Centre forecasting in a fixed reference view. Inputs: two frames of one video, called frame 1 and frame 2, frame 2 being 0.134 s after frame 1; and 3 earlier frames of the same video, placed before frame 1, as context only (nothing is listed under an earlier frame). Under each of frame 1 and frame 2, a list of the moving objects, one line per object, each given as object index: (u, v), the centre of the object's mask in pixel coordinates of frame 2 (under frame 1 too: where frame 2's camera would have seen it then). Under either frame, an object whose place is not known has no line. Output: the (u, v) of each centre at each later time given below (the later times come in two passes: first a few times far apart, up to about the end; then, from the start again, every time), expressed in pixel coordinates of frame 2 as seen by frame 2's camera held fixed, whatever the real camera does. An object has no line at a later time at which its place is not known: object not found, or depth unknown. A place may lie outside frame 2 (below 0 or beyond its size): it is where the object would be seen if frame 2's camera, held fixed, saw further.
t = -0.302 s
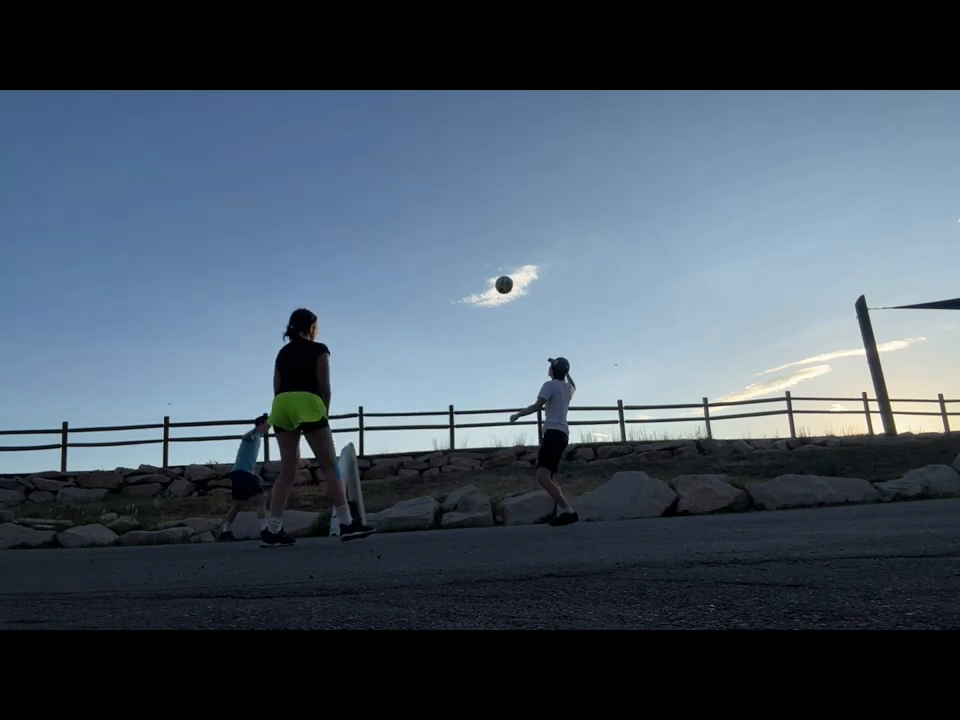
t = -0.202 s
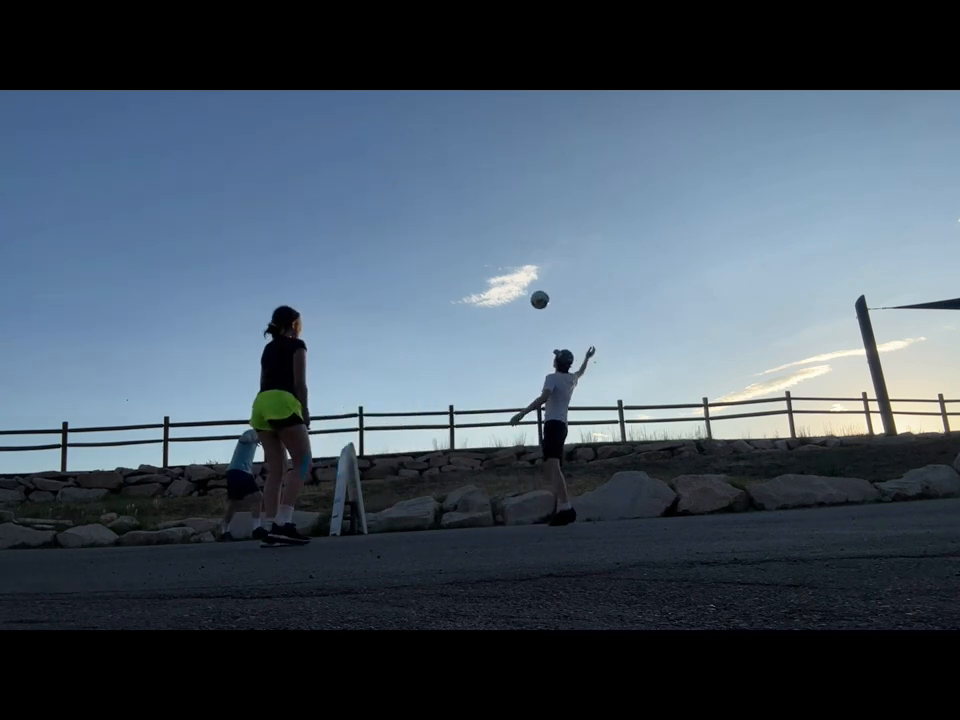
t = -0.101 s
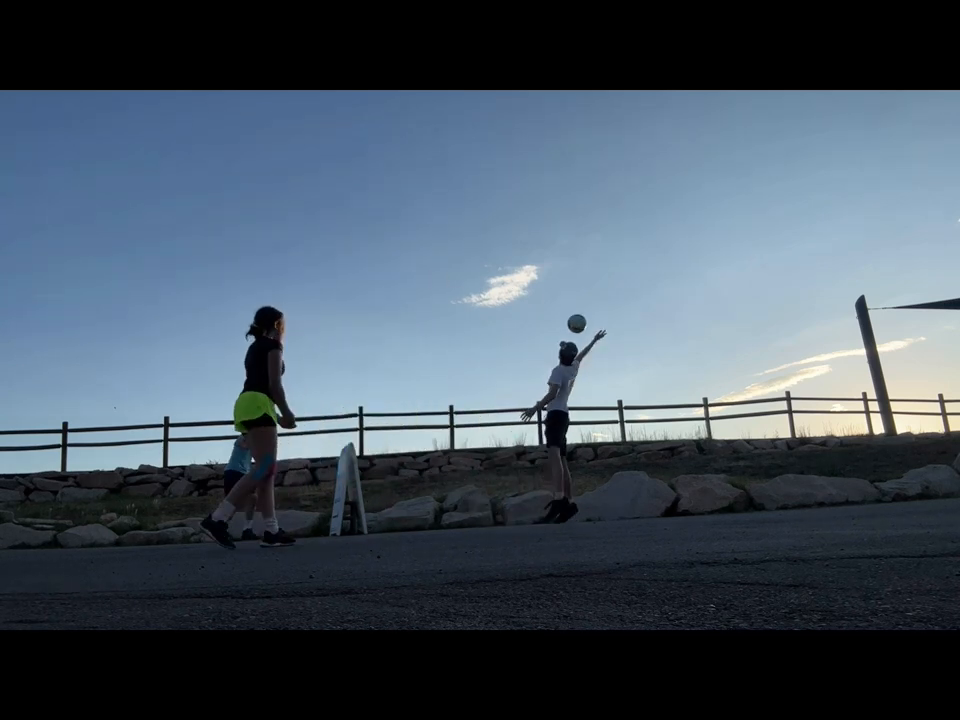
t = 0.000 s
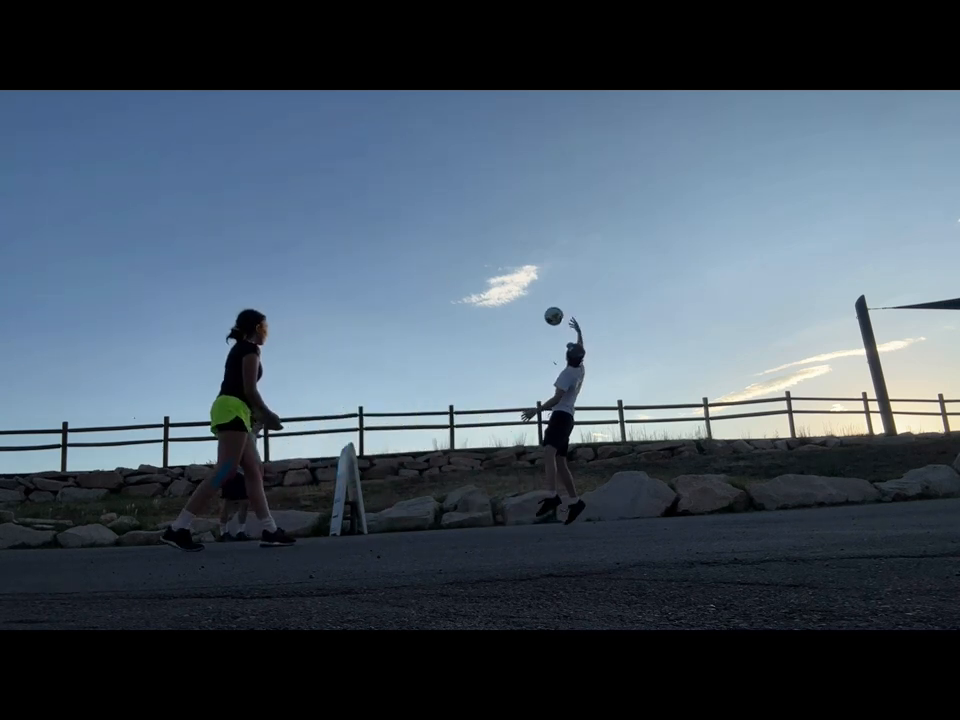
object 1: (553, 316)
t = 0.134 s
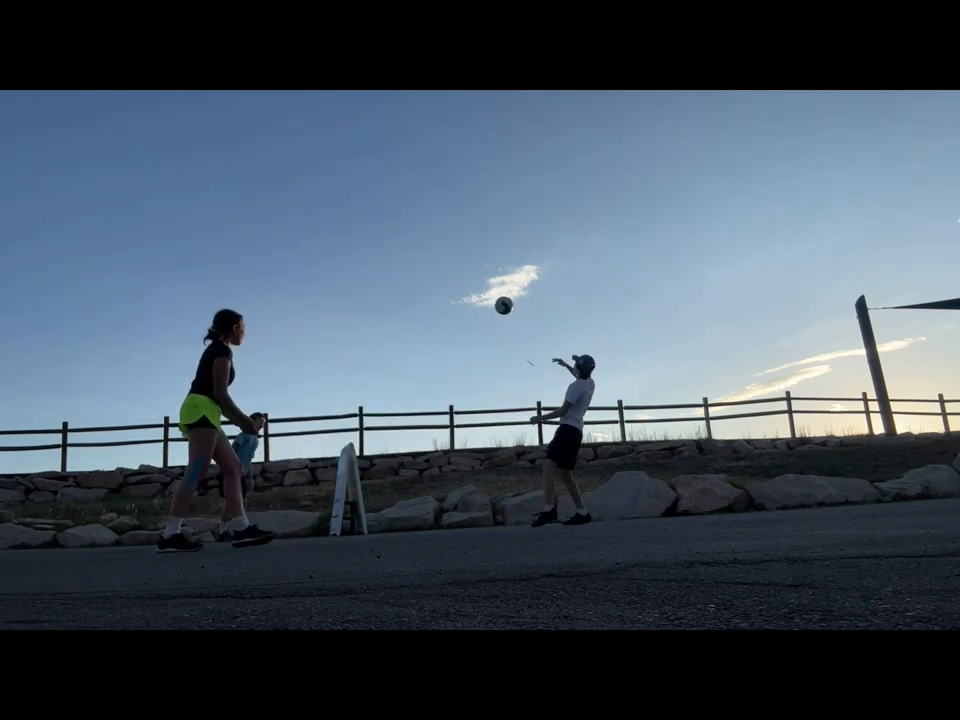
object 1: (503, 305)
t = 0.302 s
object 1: (447, 311)
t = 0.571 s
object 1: (363, 363)
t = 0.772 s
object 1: (295, 449)
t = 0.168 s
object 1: (491, 305)
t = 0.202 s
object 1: (480, 305)
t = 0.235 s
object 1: (469, 307)
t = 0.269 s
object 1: (458, 309)
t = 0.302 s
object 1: (447, 311)
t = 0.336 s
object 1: (436, 315)
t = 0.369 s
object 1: (425, 319)
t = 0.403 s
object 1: (415, 324)
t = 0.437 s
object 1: (404, 330)
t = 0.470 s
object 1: (394, 337)
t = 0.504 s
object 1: (383, 345)
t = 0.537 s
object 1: (373, 354)
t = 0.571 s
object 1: (363, 363)
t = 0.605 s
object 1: (354, 373)
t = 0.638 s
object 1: (344, 384)
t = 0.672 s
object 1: (334, 395)
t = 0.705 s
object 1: (324, 408)
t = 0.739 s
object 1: (315, 420)
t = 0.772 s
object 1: (295, 449)
